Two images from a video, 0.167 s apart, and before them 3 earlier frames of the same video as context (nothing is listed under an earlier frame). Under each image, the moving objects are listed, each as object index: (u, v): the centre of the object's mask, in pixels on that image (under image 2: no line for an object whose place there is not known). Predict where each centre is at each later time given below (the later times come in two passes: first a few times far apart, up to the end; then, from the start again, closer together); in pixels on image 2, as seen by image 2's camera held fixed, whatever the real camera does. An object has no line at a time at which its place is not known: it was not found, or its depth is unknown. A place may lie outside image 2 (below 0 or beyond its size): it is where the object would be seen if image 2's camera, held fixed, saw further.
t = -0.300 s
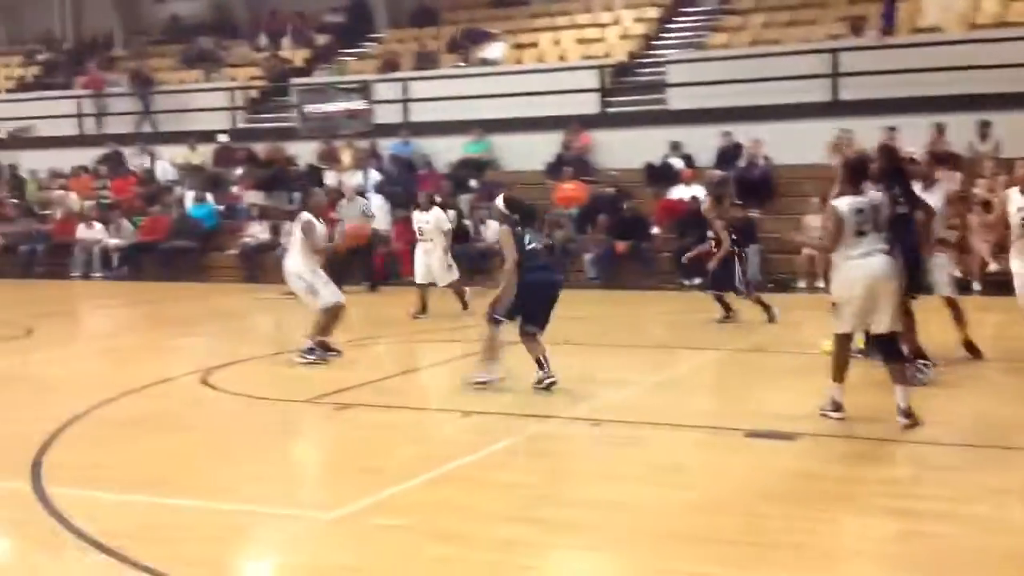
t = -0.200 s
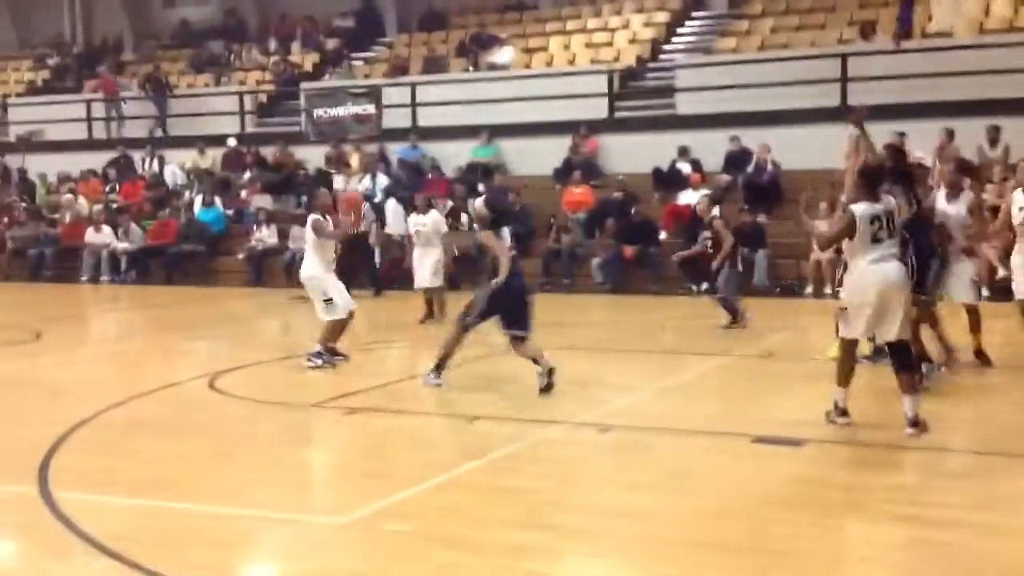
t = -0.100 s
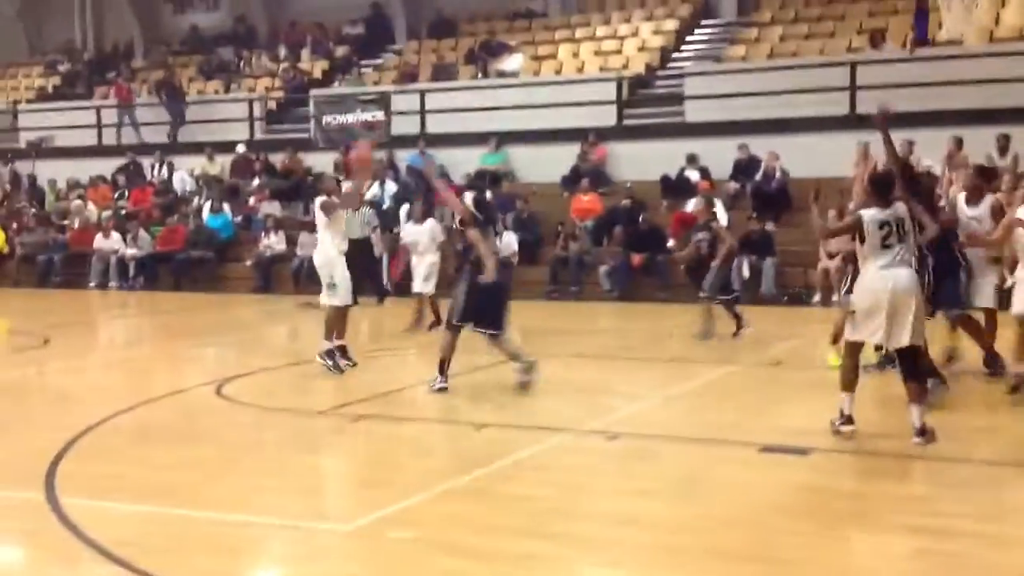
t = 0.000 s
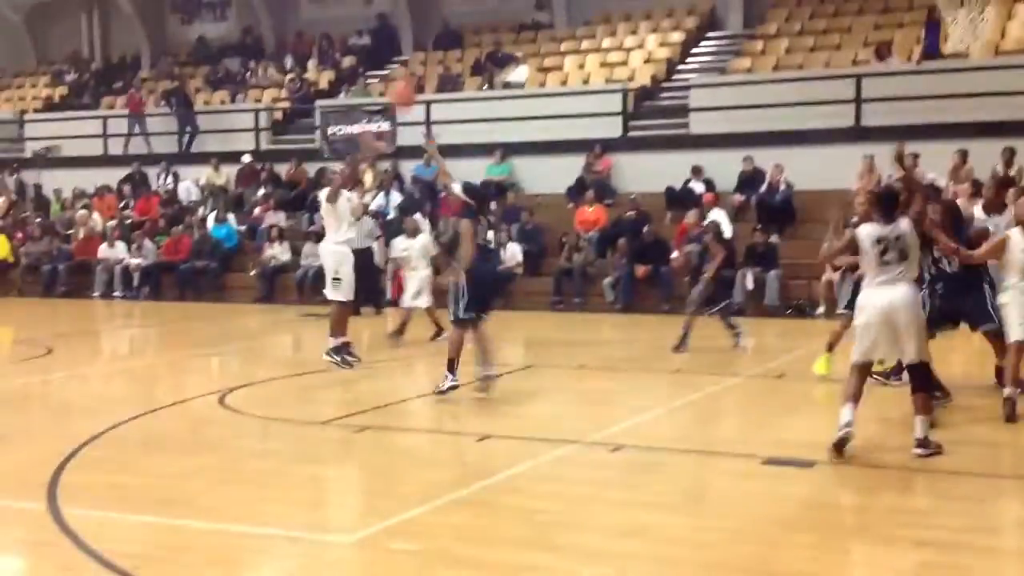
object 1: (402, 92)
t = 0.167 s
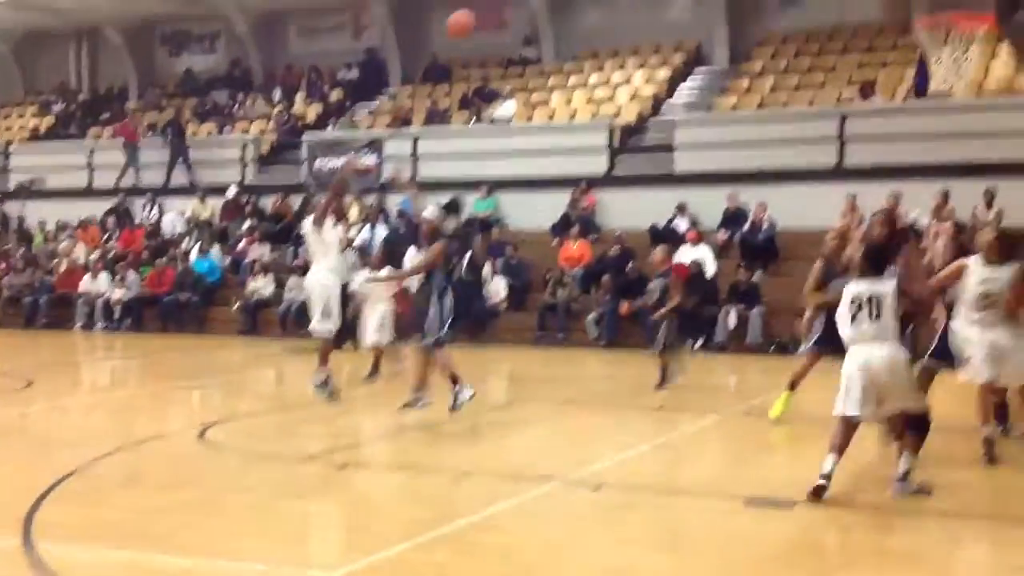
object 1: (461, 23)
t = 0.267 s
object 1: (506, -26)
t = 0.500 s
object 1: (622, -101)
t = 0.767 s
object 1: (761, -105)
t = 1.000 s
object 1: (891, -30)
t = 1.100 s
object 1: (955, 36)
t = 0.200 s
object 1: (477, 9)
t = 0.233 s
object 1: (491, -9)
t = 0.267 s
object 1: (506, -26)
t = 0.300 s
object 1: (520, -41)
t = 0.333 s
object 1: (537, -54)
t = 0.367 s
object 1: (553, -66)
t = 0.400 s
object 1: (569, -78)
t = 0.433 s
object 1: (586, -87)
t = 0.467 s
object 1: (603, -96)
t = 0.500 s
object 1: (622, -101)
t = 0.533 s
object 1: (637, -108)
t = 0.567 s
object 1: (655, -111)
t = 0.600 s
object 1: (672, -113)
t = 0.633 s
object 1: (690, -114)
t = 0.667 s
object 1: (706, -115)
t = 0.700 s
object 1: (726, -113)
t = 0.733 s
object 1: (742, -110)
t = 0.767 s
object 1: (761, -105)
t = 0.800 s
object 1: (780, -99)
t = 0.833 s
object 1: (797, -92)
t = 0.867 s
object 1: (817, -81)
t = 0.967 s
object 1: (871, -45)
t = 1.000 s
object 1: (891, -30)
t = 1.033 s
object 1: (911, -10)
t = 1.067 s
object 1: (929, 4)
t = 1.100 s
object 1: (955, 36)
